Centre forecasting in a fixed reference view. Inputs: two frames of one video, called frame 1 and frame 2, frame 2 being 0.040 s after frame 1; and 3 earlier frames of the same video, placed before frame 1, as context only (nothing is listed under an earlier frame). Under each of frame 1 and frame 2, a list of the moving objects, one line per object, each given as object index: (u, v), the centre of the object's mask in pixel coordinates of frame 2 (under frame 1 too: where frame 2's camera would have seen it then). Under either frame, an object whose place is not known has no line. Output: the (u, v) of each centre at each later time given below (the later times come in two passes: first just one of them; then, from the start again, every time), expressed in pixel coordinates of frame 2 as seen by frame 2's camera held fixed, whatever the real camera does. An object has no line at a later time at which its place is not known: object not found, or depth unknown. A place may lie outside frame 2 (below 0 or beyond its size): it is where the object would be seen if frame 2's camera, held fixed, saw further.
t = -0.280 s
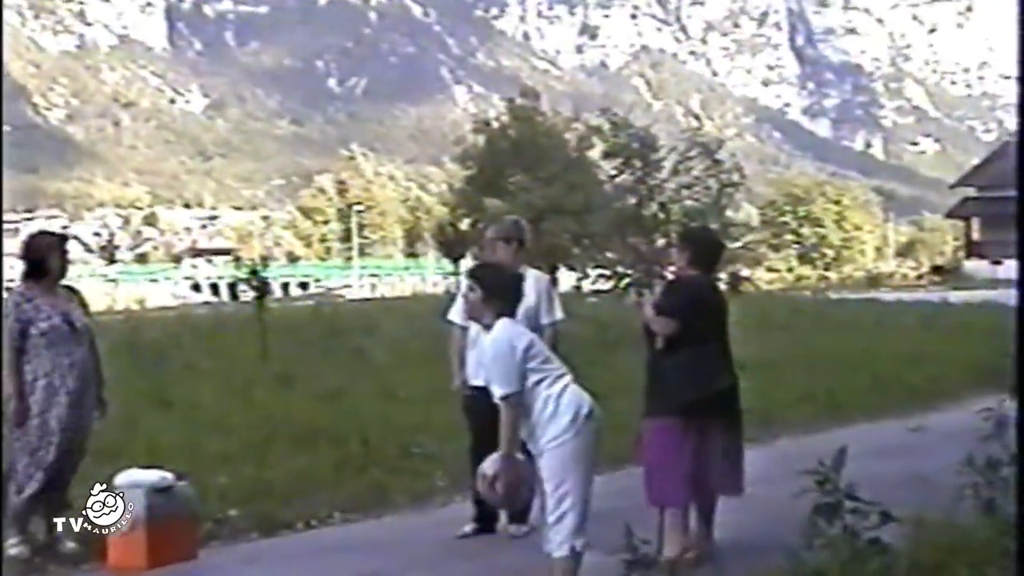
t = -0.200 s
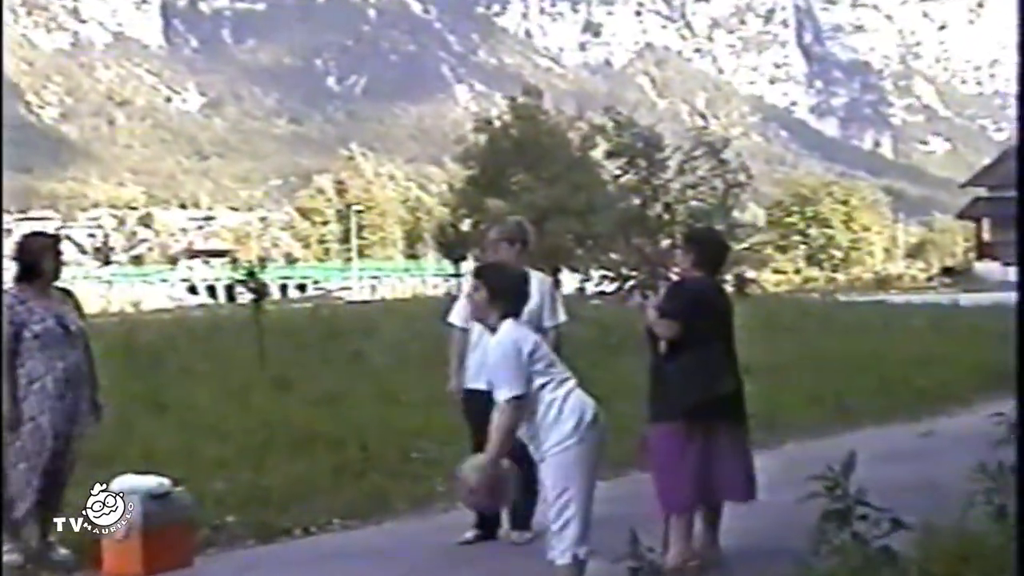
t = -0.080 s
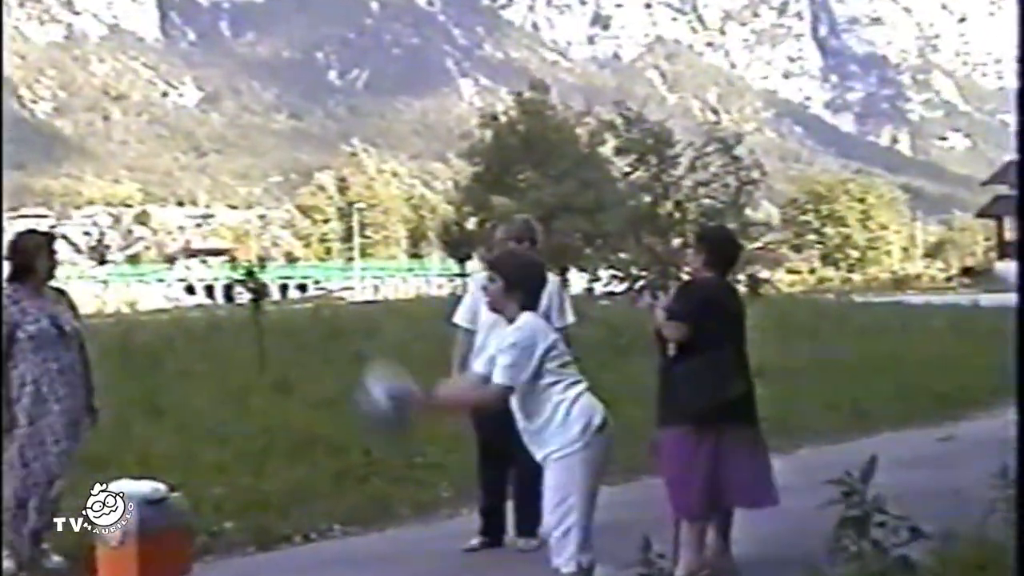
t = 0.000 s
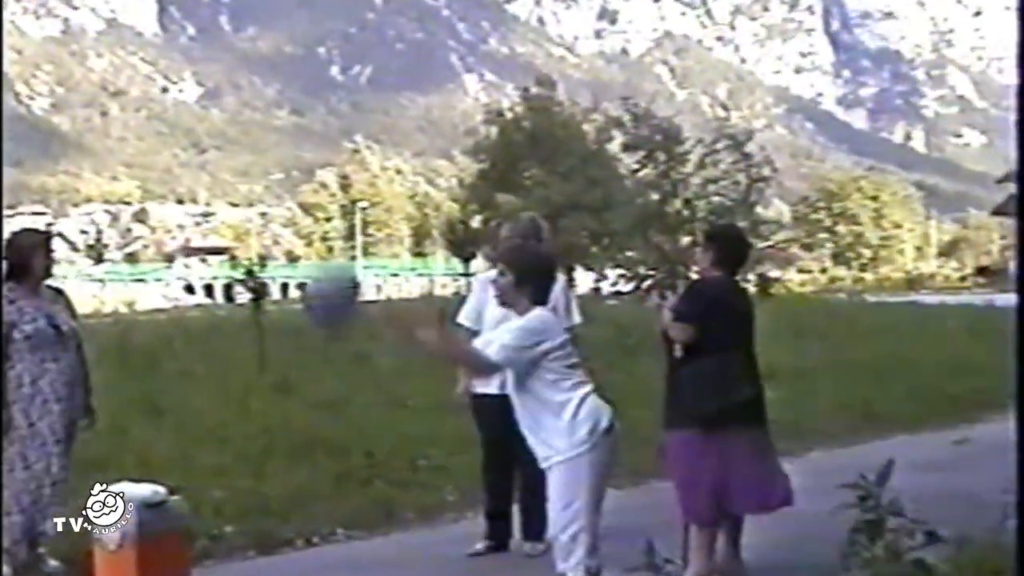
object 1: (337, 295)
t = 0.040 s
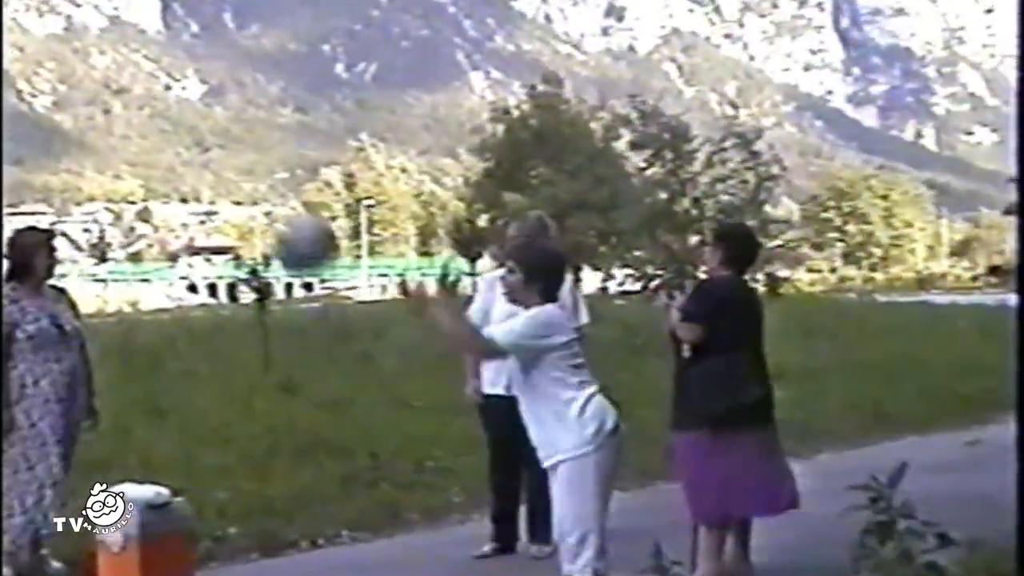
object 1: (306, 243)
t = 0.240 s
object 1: (152, 65)
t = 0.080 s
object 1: (276, 201)
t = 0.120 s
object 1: (243, 159)
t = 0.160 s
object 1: (213, 123)
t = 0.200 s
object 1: (182, 92)
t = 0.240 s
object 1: (152, 65)
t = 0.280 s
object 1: (122, 41)
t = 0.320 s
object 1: (90, 24)
